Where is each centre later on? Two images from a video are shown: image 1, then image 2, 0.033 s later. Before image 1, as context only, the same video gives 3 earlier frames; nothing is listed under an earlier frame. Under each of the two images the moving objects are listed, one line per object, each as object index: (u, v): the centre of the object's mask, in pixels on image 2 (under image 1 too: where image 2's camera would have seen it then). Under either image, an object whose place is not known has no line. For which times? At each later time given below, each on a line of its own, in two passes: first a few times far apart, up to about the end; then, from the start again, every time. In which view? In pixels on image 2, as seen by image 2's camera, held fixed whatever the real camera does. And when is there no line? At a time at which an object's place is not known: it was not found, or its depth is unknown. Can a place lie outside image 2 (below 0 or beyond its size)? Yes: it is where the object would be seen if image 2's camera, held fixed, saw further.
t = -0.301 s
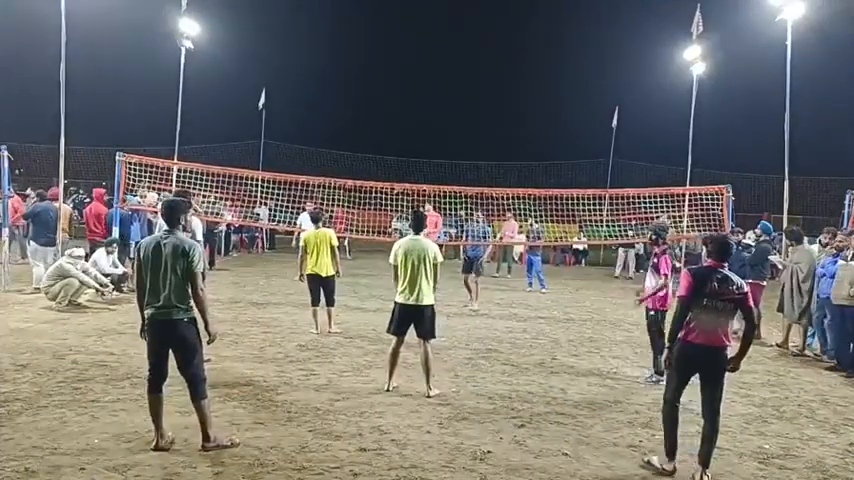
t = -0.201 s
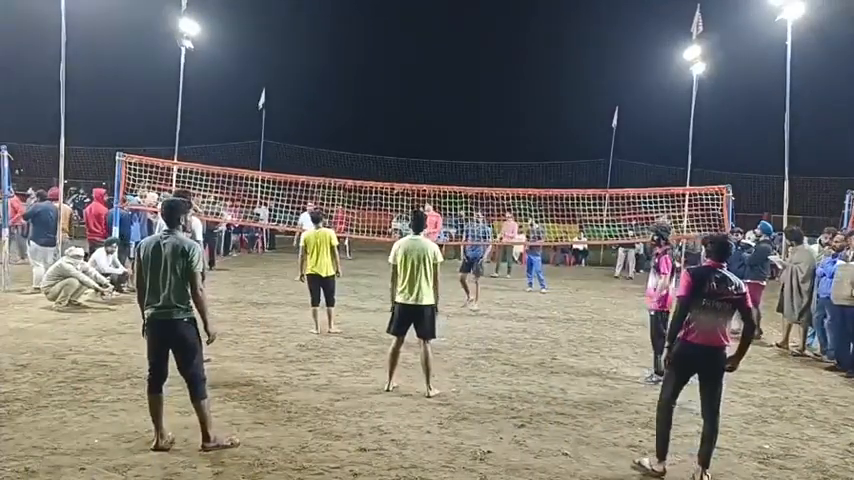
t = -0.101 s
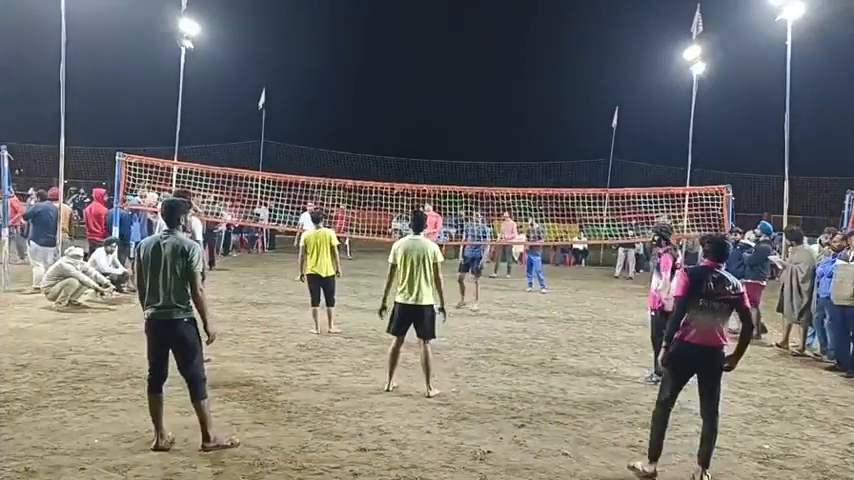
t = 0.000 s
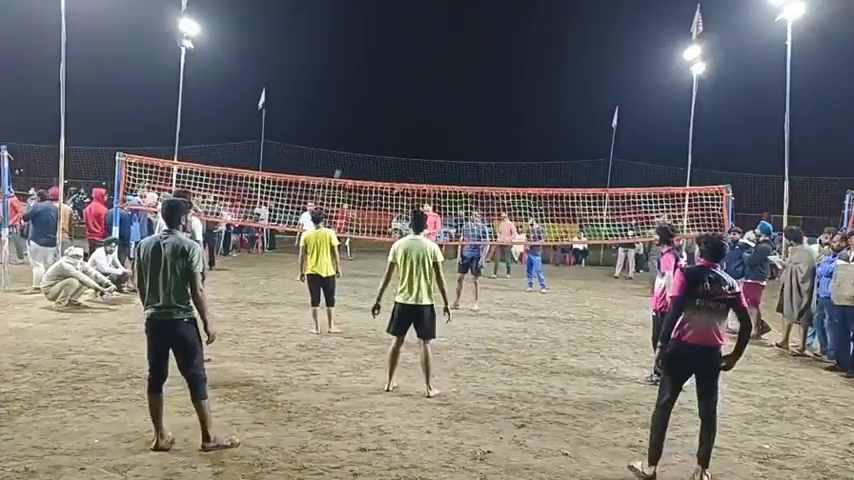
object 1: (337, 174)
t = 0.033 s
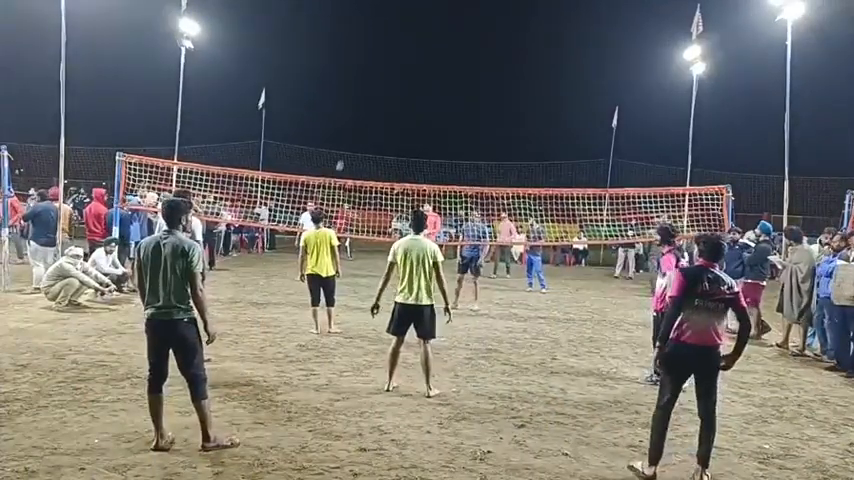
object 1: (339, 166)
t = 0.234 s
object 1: (354, 117)
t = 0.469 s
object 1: (372, 65)
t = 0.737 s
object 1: (396, 21)
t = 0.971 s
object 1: (423, 7)
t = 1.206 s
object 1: (460, 38)
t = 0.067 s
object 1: (342, 157)
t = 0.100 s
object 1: (344, 149)
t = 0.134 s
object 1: (347, 140)
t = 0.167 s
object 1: (349, 132)
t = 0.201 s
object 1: (351, 124)
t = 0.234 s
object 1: (354, 117)
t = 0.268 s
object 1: (356, 109)
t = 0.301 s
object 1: (359, 102)
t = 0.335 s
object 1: (361, 94)
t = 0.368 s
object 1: (364, 86)
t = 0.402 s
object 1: (366, 80)
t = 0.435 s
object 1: (369, 73)
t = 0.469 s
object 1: (372, 65)
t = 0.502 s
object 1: (375, 59)
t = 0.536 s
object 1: (378, 53)
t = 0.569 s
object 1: (381, 46)
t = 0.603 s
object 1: (384, 41)
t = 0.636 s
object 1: (386, 35)
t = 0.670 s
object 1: (390, 30)
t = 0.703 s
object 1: (393, 25)
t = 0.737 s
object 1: (396, 21)
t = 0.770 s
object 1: (399, 17)
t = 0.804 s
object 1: (403, 14)
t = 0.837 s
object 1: (406, 11)
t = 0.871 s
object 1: (410, 9)
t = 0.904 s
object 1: (414, 7)
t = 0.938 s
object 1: (419, 7)
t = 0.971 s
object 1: (423, 7)
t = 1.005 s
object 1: (428, 8)
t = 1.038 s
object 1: (432, 9)
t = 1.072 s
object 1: (437, 12)
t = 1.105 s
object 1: (442, 17)
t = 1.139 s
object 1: (448, 22)
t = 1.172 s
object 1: (454, 30)
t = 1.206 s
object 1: (460, 38)
